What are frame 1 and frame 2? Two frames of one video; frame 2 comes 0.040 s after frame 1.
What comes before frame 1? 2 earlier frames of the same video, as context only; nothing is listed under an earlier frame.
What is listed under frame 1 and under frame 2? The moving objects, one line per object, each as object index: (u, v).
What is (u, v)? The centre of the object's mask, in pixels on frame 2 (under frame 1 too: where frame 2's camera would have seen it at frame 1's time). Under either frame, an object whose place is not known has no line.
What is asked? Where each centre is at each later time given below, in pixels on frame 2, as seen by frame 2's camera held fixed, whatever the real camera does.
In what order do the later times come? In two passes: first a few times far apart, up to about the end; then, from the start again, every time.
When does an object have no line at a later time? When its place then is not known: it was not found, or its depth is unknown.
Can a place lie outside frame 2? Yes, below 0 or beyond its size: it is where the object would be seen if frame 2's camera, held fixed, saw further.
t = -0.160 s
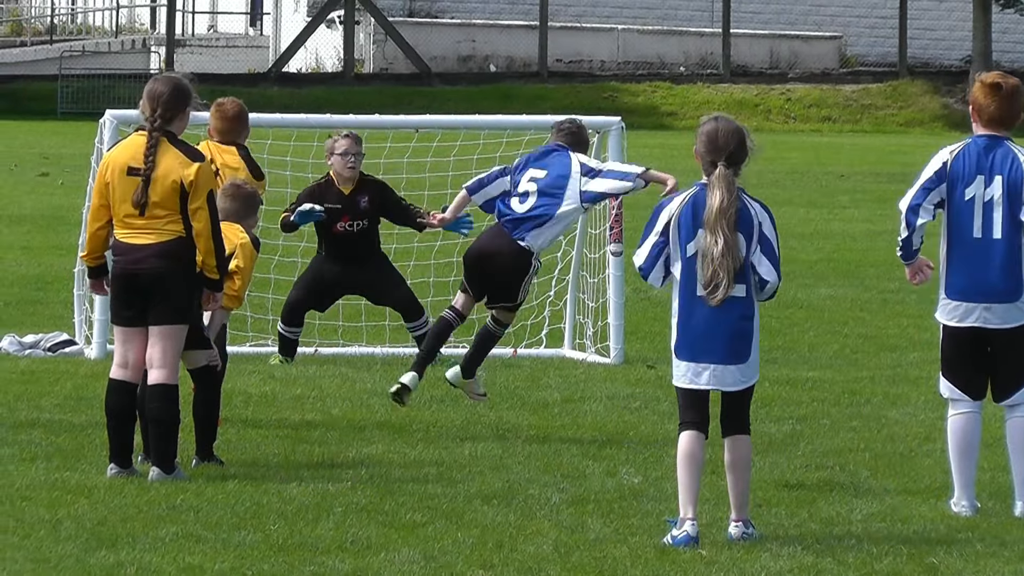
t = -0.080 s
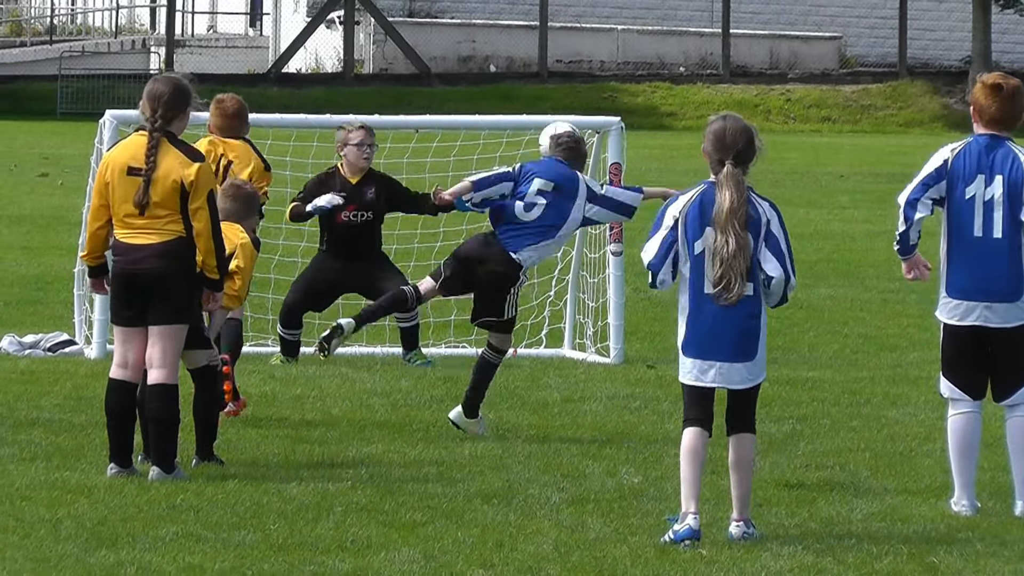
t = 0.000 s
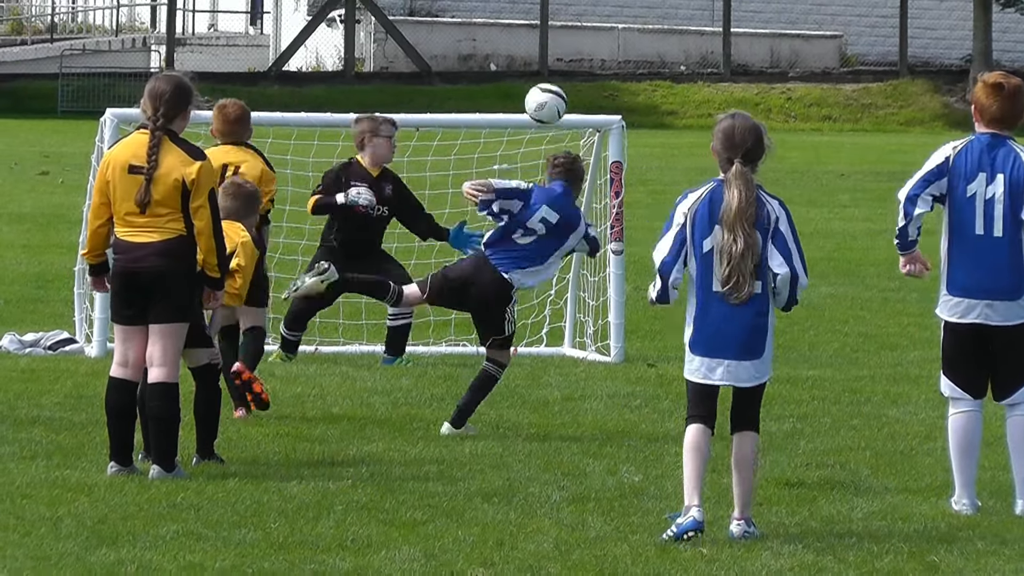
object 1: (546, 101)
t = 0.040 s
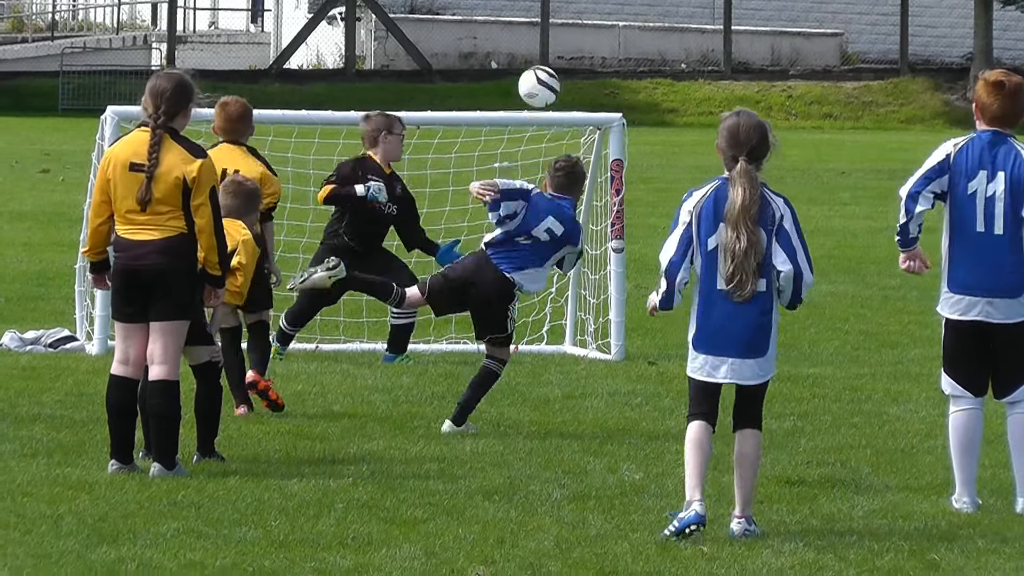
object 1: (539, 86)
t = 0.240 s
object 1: (504, 44)
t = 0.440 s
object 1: (482, 46)
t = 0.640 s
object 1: (462, 92)
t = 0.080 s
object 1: (531, 74)
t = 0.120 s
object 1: (524, 63)
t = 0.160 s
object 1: (517, 56)
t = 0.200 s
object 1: (510, 49)
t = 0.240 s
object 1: (504, 44)
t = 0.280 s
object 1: (499, 41)
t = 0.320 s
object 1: (495, 40)
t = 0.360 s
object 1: (491, 40)
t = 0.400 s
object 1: (487, 42)
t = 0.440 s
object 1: (482, 46)
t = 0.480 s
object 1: (477, 52)
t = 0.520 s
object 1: (473, 60)
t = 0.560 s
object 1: (469, 69)
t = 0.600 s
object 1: (465, 80)
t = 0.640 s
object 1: (462, 92)
